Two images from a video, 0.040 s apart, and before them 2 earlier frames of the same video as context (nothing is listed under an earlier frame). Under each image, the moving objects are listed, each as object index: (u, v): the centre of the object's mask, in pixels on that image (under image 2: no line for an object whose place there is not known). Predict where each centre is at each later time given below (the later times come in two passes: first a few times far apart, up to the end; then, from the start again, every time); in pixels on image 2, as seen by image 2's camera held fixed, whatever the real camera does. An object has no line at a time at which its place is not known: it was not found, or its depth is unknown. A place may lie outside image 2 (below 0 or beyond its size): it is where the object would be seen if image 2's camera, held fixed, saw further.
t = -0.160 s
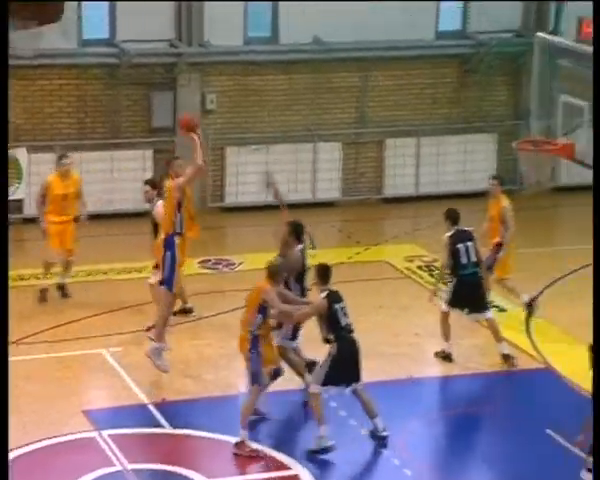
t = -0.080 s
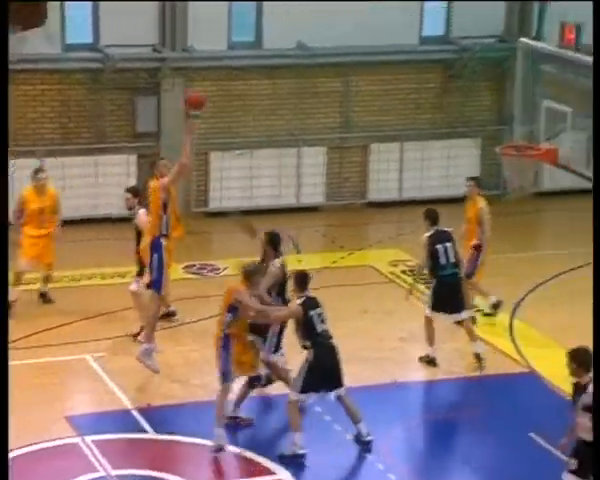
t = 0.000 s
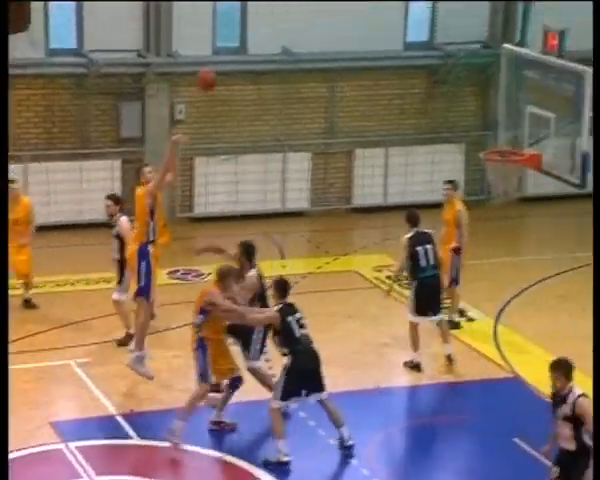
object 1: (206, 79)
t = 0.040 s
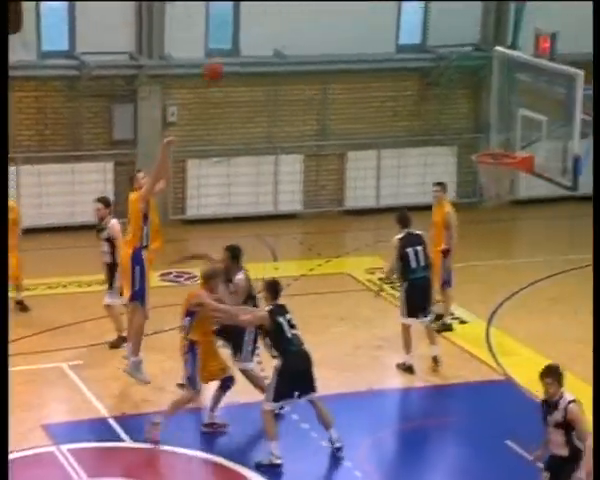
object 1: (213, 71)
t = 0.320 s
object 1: (312, 38)
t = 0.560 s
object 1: (398, 70)
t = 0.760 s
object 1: (468, 139)
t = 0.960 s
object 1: (448, 93)
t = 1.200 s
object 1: (416, 75)
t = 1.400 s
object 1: (387, 103)
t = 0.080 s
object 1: (226, 62)
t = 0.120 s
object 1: (241, 54)
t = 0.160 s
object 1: (255, 48)
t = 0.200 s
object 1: (270, 43)
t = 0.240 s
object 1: (283, 40)
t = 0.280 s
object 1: (298, 38)
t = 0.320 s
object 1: (312, 38)
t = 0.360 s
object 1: (326, 39)
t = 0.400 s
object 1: (340, 42)
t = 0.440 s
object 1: (354, 47)
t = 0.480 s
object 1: (368, 52)
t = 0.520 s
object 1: (382, 60)
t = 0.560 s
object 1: (398, 70)
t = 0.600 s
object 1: (412, 81)
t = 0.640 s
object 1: (425, 92)
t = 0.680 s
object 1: (439, 107)
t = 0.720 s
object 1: (453, 123)
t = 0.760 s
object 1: (468, 139)
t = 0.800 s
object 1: (469, 138)
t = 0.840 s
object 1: (465, 126)
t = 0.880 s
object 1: (459, 115)
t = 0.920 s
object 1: (454, 103)
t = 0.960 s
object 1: (448, 93)
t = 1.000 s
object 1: (444, 87)
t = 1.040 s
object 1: (438, 81)
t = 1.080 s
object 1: (434, 78)
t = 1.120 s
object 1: (429, 76)
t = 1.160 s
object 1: (420, 74)
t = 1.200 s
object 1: (416, 75)
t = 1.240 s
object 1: (410, 78)
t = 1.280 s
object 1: (404, 81)
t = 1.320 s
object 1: (398, 87)
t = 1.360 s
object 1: (393, 94)
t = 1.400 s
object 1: (387, 103)
